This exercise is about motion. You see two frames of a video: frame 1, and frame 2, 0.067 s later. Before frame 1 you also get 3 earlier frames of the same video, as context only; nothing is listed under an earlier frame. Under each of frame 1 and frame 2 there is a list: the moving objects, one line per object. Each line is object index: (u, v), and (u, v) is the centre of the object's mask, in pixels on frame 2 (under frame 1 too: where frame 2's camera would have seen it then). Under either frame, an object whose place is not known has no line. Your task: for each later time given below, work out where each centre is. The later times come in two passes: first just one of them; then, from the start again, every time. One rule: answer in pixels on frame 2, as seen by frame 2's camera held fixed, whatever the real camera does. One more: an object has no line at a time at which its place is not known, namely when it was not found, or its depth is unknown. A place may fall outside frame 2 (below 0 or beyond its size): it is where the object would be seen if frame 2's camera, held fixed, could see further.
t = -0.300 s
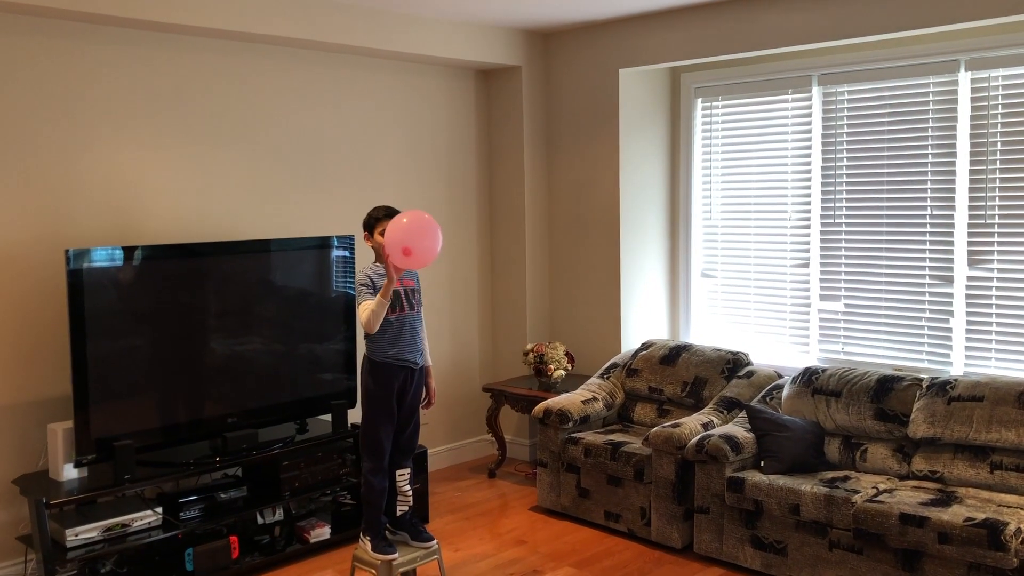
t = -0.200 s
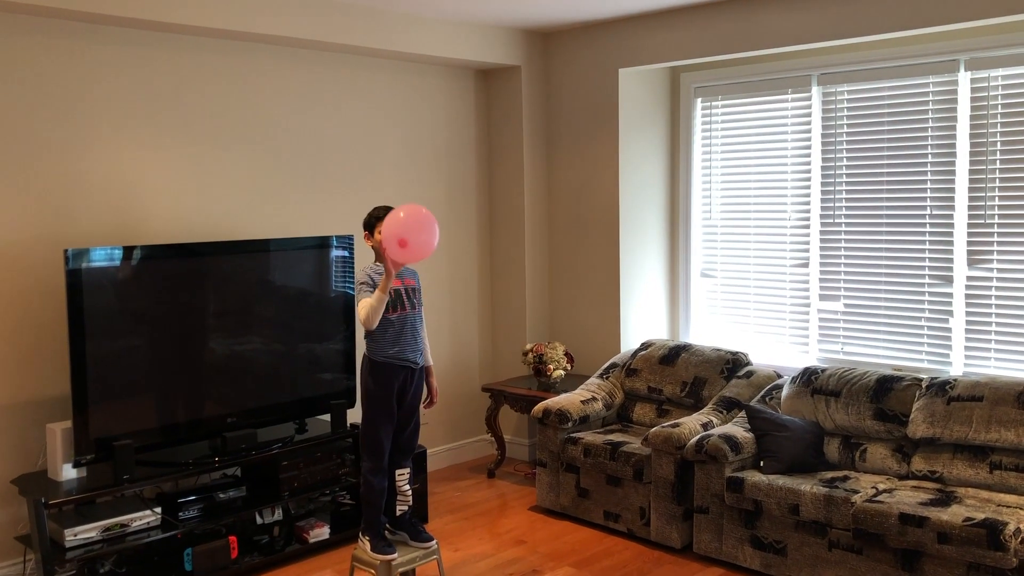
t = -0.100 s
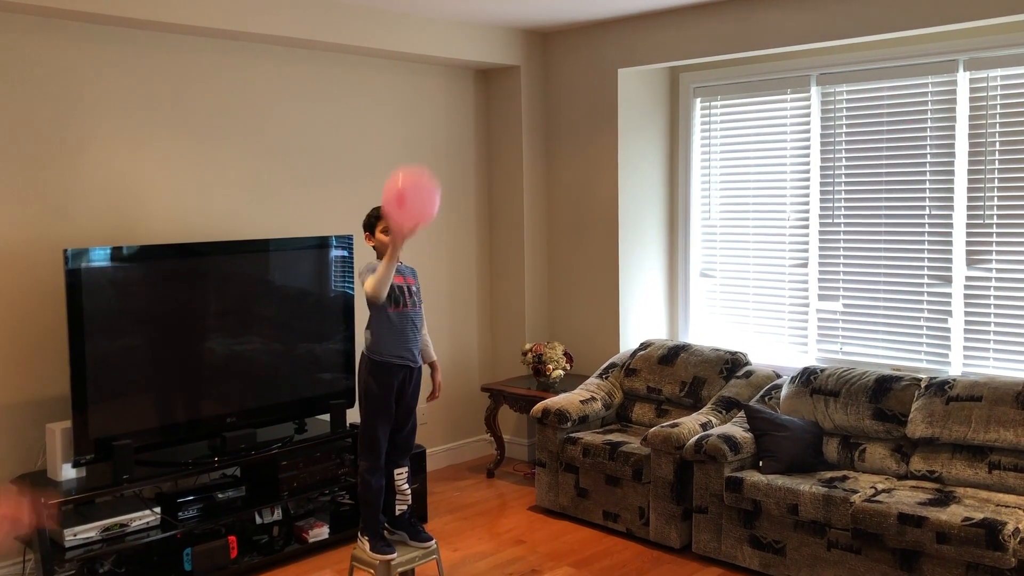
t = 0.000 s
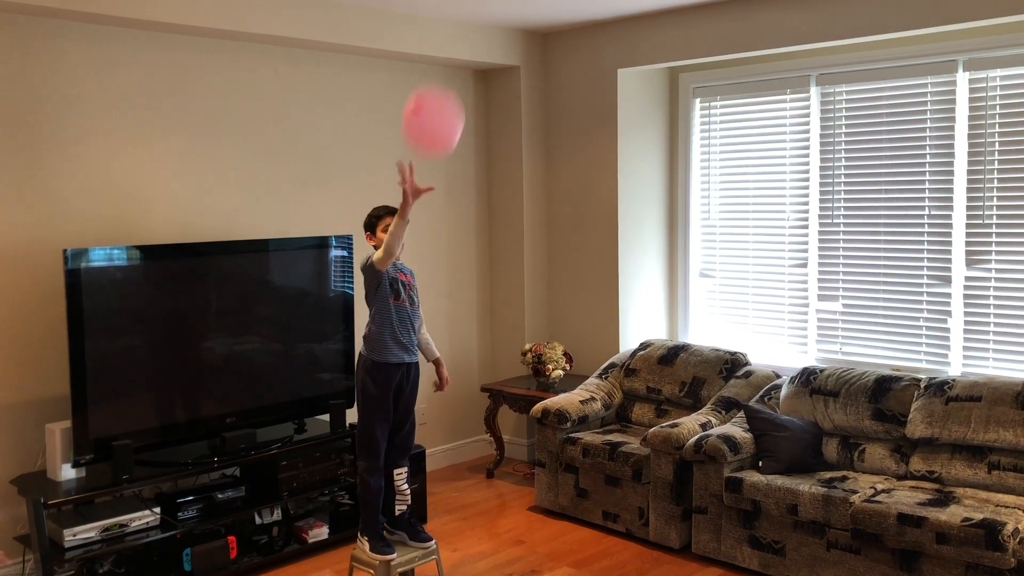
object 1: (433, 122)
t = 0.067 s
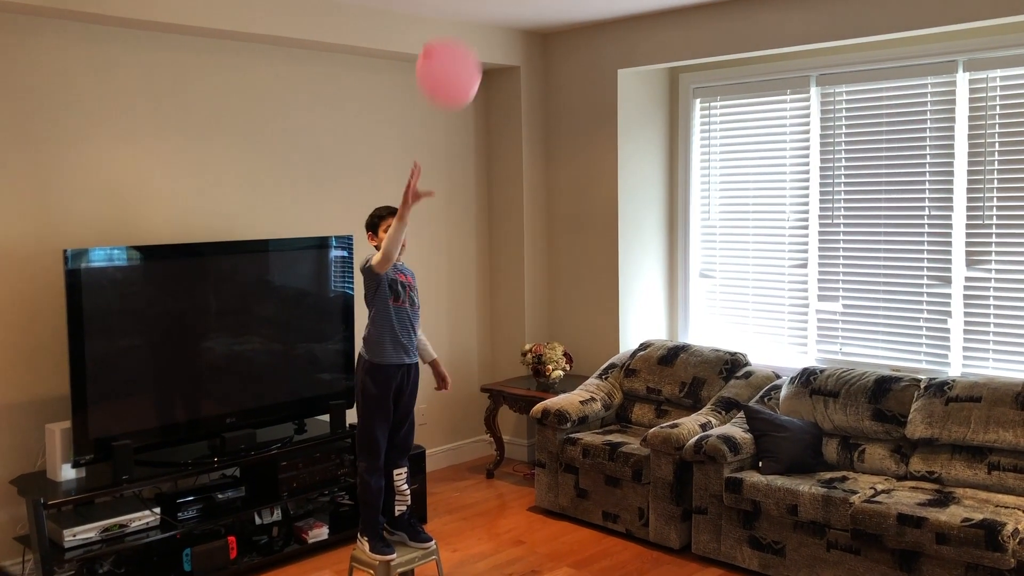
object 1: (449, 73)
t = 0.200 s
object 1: (474, 17)
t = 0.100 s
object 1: (456, 52)
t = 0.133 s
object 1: (462, 34)
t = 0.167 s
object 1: (468, 23)
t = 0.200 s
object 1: (474, 17)
